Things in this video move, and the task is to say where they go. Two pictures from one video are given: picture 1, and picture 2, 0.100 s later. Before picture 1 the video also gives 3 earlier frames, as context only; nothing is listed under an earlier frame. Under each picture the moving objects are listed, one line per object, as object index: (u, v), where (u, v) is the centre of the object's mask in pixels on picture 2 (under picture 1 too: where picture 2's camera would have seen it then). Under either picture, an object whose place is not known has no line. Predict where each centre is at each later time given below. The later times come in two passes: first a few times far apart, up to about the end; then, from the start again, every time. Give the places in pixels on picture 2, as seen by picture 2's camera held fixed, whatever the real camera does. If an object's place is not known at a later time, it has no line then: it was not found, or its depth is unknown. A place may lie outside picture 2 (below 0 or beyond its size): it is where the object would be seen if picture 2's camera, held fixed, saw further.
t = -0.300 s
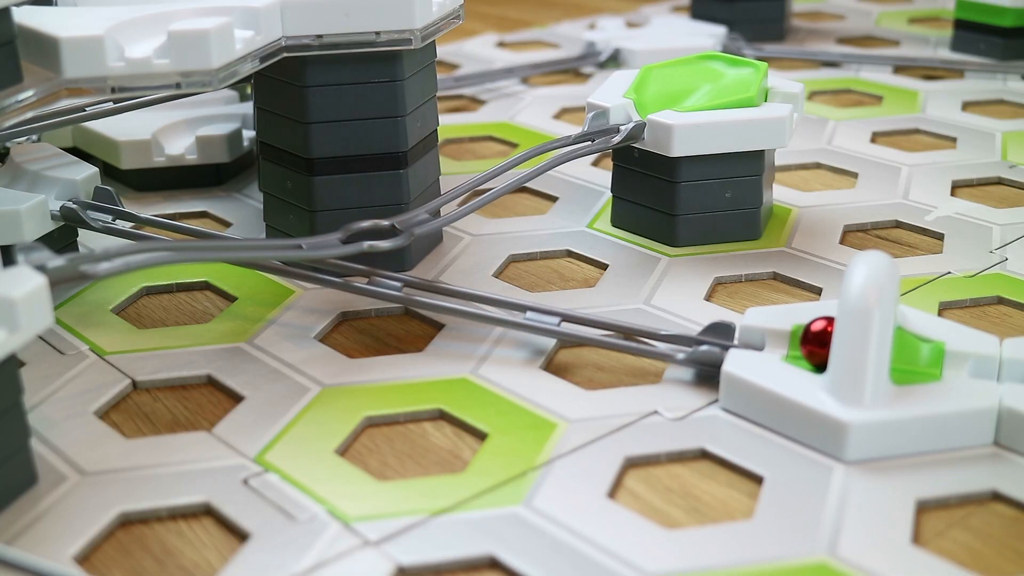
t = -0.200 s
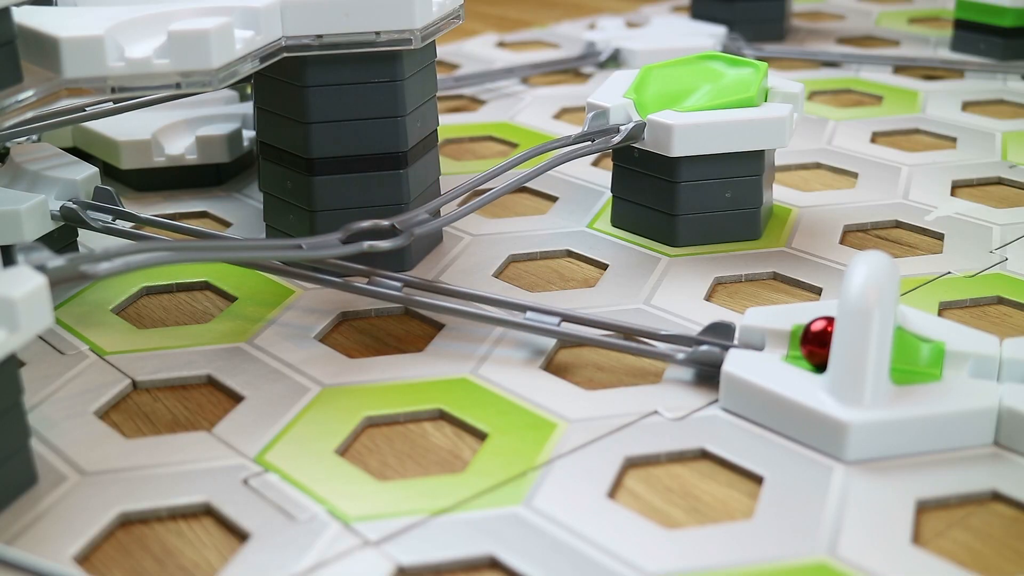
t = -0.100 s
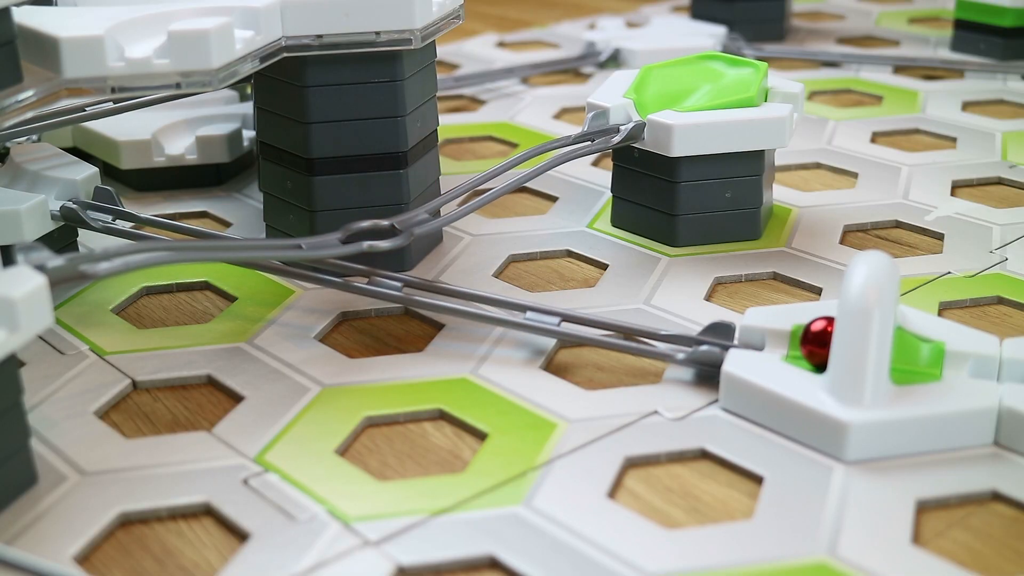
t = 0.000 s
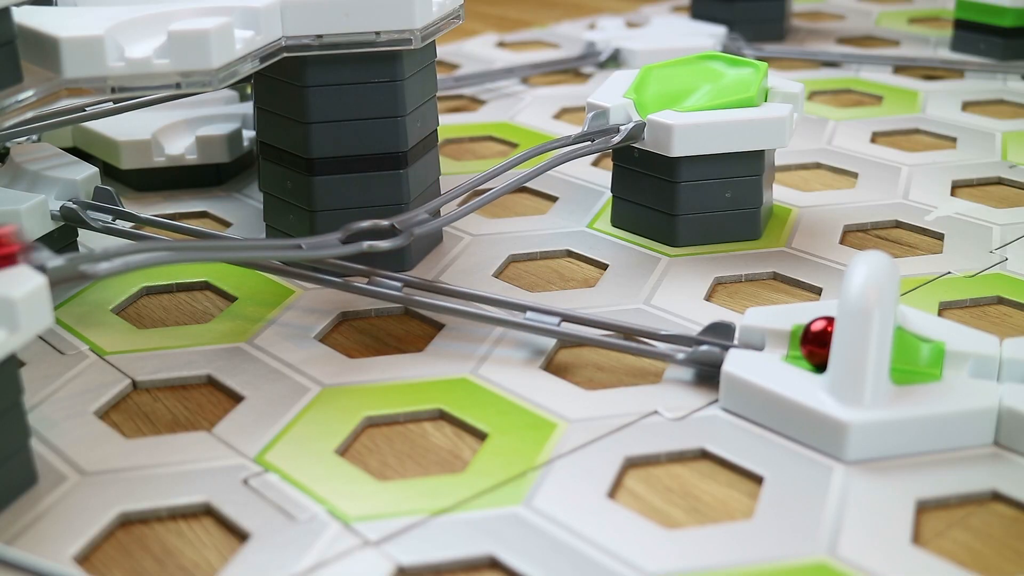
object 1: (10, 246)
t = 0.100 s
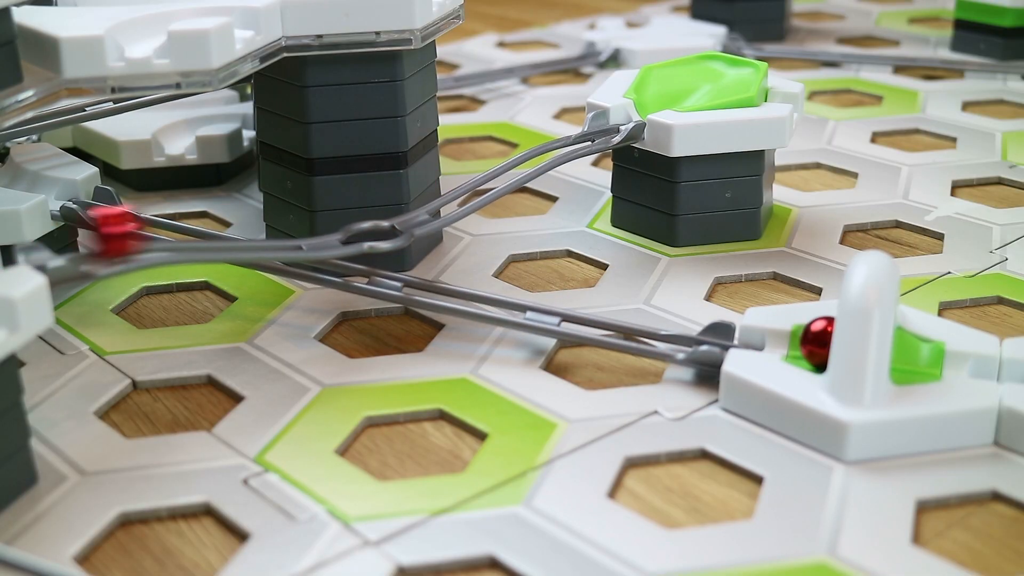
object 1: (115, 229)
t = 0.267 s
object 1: (347, 220)
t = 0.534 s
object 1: (482, 167)
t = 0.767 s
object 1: (431, 196)
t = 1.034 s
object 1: (400, 267)
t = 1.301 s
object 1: (549, 298)
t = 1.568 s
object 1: (772, 333)
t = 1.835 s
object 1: (772, 333)
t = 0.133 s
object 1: (155, 224)
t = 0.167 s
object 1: (197, 222)
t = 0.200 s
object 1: (245, 221)
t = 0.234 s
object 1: (295, 223)
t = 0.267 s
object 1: (347, 220)
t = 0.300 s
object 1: (392, 214)
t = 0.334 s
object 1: (412, 192)
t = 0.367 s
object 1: (430, 195)
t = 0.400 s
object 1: (446, 182)
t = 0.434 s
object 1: (461, 178)
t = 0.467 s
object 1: (471, 171)
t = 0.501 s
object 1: (478, 172)
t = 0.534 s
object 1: (482, 167)
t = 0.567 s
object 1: (484, 167)
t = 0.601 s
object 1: (483, 168)
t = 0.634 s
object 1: (480, 169)
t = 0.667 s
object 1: (474, 171)
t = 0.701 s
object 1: (464, 177)
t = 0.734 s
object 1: (450, 186)
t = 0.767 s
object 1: (431, 196)
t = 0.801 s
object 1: (412, 204)
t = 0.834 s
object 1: (390, 211)
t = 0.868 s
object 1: (372, 241)
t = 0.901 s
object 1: (376, 256)
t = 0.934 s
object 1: (382, 249)
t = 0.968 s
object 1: (390, 262)
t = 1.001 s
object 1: (391, 267)
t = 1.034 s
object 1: (400, 267)
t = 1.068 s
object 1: (410, 270)
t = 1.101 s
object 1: (421, 271)
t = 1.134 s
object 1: (436, 273)
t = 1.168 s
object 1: (453, 278)
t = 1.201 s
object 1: (473, 283)
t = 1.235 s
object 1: (496, 286)
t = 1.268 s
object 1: (521, 291)
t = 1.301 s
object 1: (549, 298)
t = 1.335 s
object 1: (580, 303)
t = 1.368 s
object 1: (614, 309)
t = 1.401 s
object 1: (649, 317)
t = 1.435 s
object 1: (688, 320)
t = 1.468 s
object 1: (730, 331)
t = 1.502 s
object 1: (768, 332)
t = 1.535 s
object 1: (772, 333)
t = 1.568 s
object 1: (772, 333)
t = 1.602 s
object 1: (772, 333)
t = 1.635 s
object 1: (772, 333)
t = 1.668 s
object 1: (772, 333)
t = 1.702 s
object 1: (772, 333)
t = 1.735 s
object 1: (772, 333)
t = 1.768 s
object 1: (772, 333)
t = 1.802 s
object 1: (772, 333)
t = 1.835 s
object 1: (772, 333)
